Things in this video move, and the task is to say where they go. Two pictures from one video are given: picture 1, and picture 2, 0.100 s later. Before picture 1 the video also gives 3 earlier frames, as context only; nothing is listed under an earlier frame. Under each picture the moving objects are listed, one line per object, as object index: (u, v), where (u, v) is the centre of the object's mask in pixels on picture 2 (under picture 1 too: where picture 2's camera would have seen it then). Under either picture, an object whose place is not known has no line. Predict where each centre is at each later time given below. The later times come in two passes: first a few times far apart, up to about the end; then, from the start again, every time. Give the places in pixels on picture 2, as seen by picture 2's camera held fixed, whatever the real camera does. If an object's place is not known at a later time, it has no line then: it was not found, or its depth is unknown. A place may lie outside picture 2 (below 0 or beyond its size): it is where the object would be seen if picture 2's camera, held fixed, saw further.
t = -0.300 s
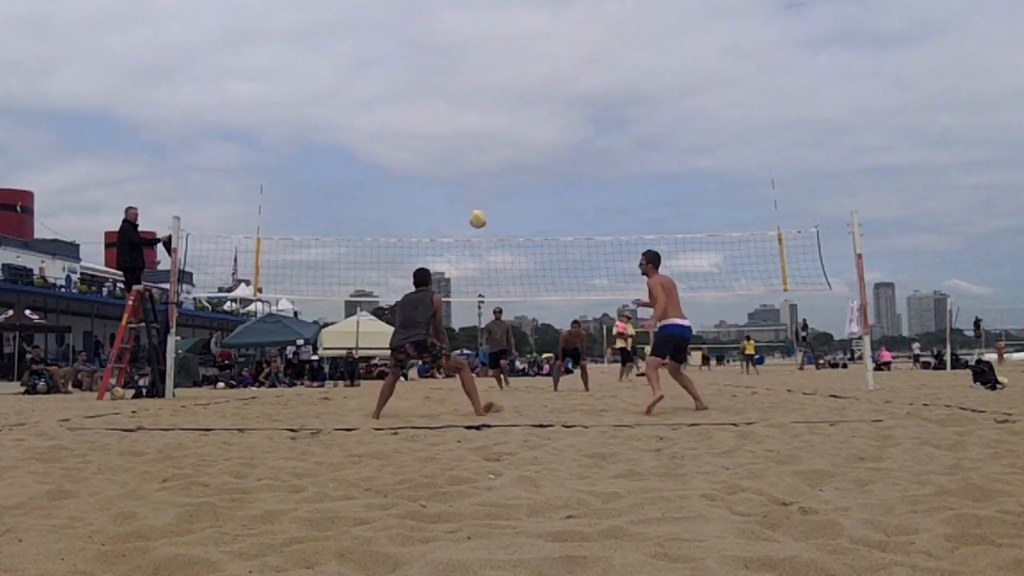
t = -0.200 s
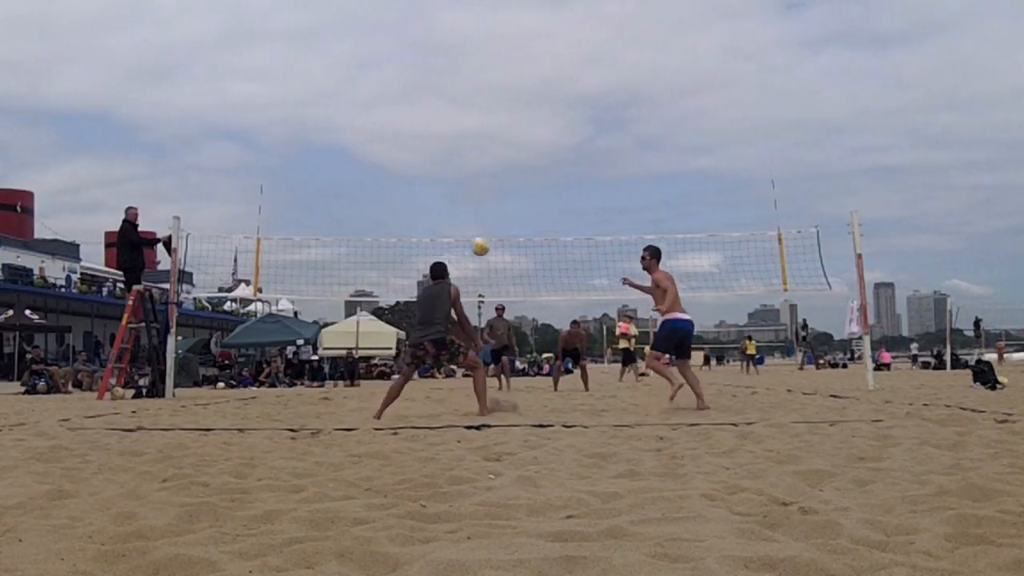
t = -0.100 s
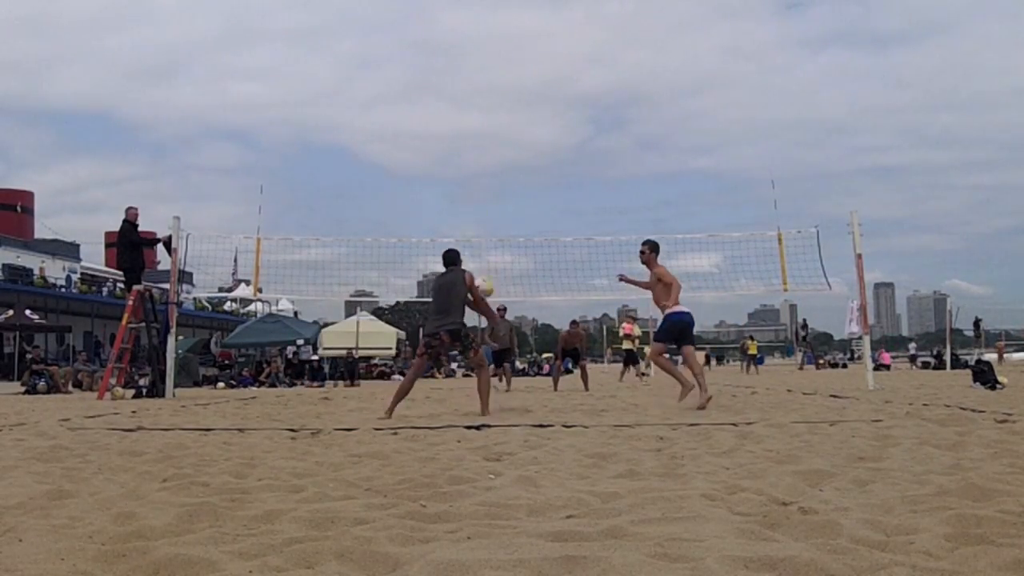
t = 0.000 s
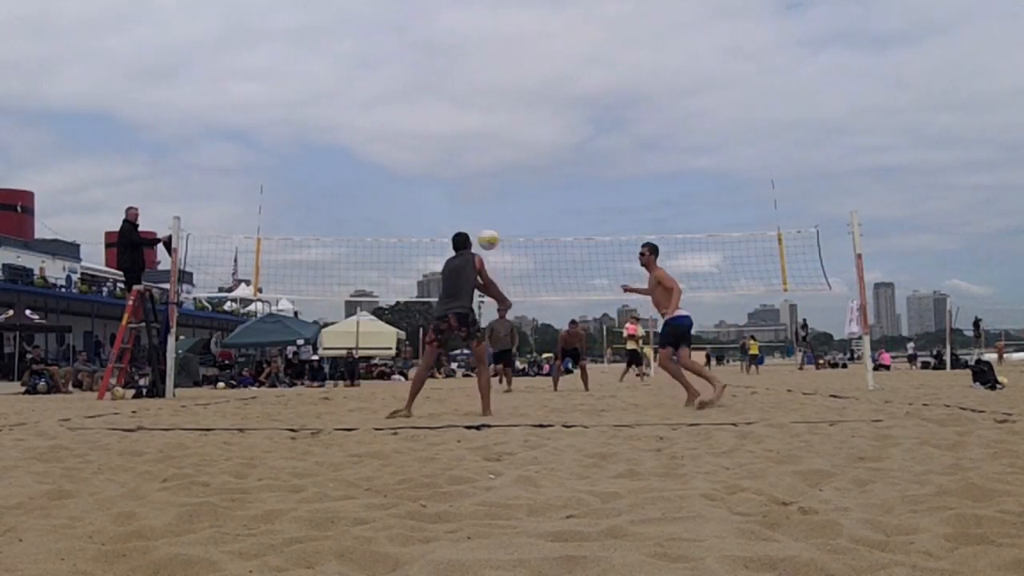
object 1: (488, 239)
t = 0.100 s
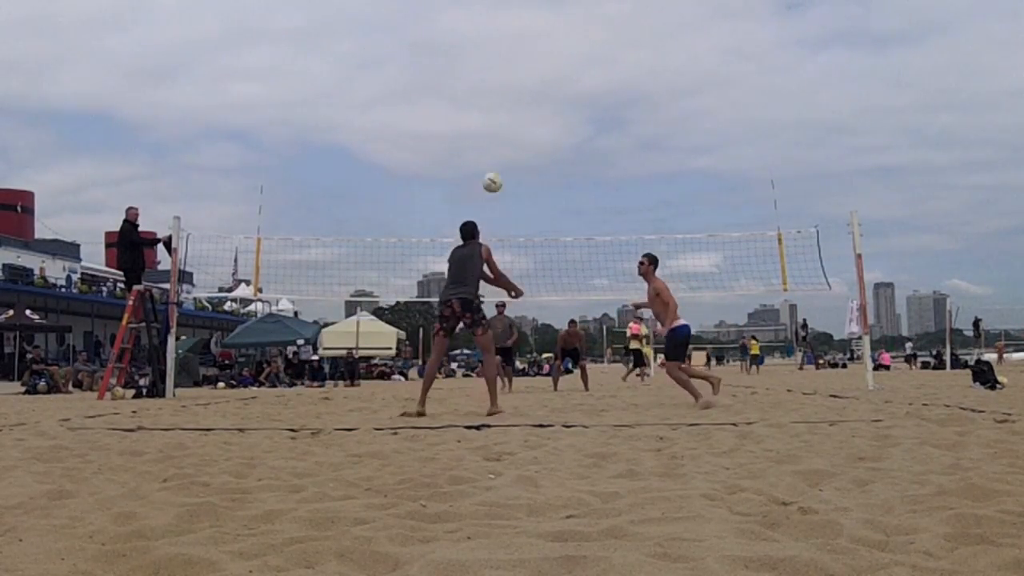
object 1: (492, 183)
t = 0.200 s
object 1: (496, 138)
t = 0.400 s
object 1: (501, 80)
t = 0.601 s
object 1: (508, 60)
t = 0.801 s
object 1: (513, 71)
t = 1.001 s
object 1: (519, 111)
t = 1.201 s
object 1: (525, 177)
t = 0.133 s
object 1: (492, 167)
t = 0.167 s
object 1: (494, 151)
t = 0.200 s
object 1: (496, 138)
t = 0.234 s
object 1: (497, 125)
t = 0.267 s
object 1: (497, 114)
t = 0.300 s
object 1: (499, 104)
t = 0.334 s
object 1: (500, 95)
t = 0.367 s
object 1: (500, 86)
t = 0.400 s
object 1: (501, 80)
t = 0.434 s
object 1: (502, 74)
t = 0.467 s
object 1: (503, 70)
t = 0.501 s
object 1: (504, 66)
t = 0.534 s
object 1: (505, 62)
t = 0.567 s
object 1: (506, 60)
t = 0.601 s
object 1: (508, 60)
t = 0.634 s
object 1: (508, 59)
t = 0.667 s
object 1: (509, 60)
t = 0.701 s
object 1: (510, 62)
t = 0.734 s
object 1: (511, 64)
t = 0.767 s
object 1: (512, 67)
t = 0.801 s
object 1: (513, 71)
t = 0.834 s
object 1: (514, 76)
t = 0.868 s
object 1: (515, 82)
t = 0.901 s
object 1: (516, 88)
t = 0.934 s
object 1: (517, 95)
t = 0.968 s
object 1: (518, 103)
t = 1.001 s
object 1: (519, 111)
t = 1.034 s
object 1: (520, 121)
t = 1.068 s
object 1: (521, 132)
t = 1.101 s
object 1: (522, 141)
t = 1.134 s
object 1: (523, 152)
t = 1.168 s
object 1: (523, 164)
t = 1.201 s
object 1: (525, 177)
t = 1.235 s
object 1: (525, 189)
